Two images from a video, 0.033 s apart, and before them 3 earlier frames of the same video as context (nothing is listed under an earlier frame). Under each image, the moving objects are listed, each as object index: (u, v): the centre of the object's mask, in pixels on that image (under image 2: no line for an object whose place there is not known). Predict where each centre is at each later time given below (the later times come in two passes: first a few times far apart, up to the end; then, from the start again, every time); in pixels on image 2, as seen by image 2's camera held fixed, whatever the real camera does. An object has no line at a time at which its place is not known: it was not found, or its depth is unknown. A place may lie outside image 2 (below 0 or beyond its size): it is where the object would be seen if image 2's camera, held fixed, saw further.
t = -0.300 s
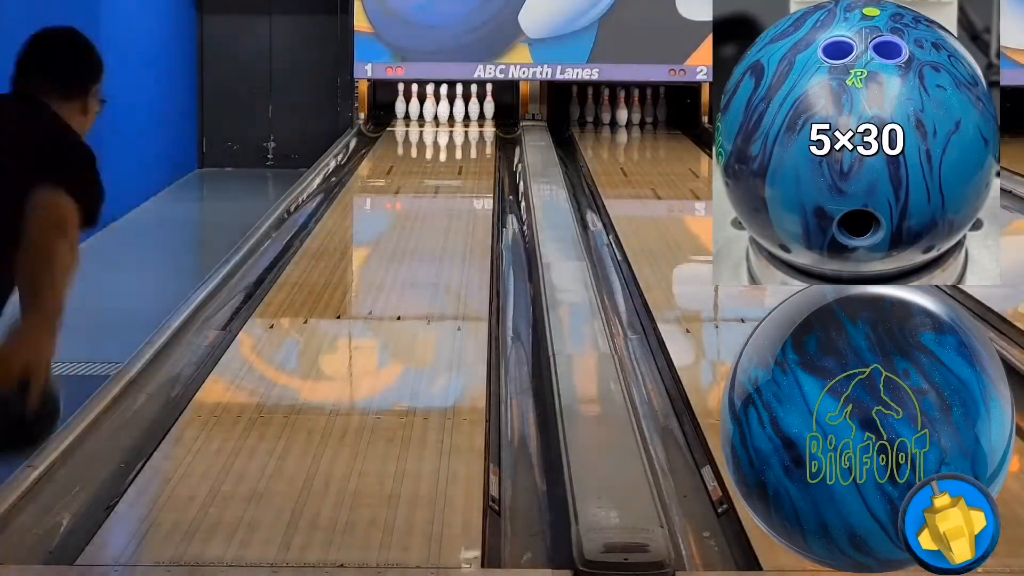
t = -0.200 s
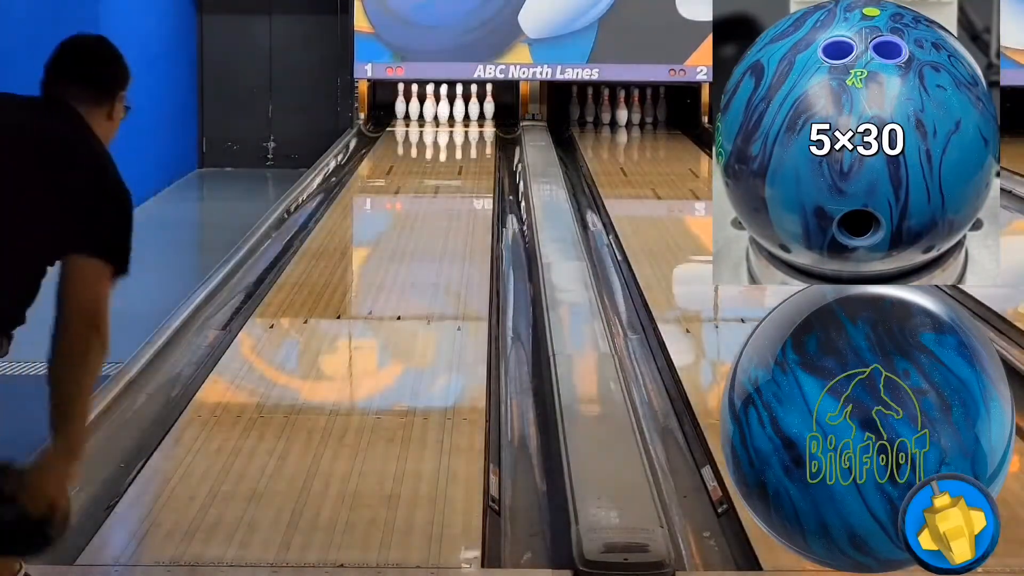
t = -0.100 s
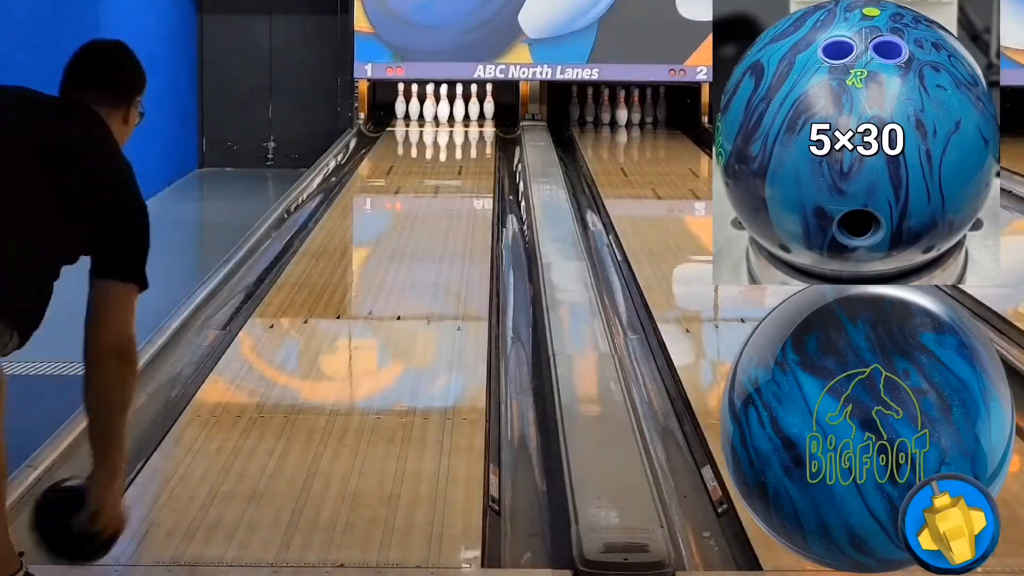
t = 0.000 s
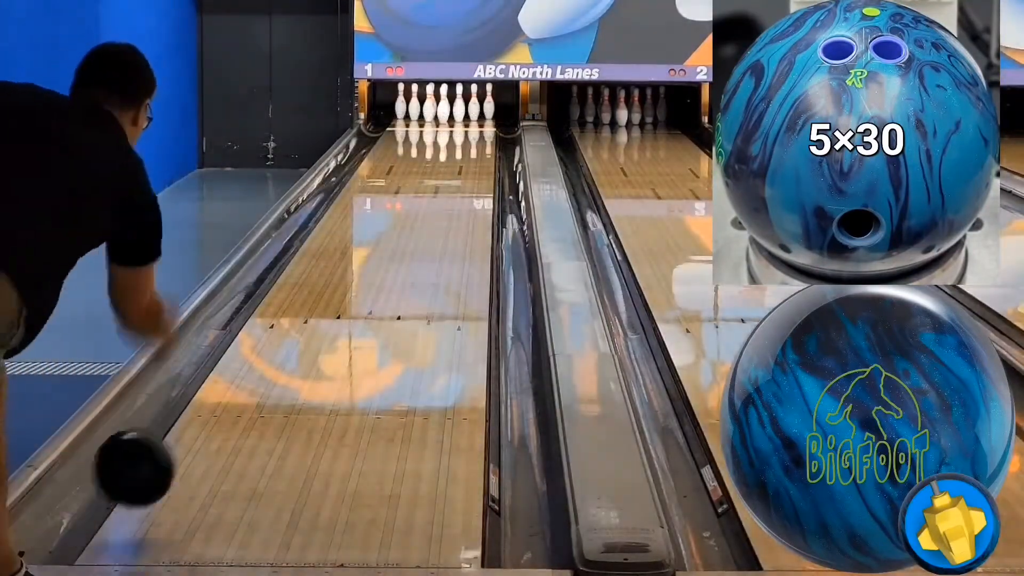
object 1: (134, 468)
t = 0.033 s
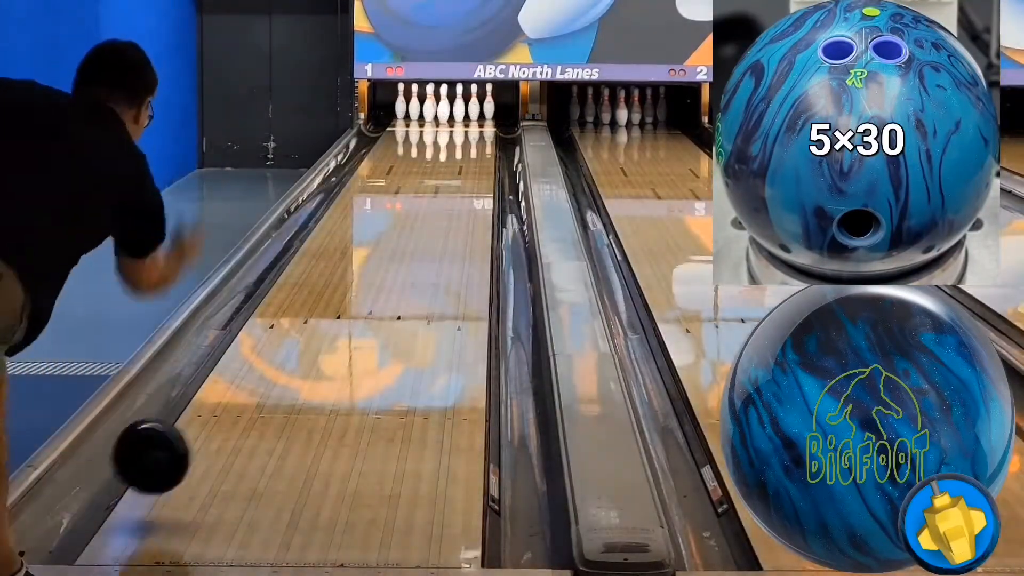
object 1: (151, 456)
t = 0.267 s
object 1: (244, 388)
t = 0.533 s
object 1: (312, 312)
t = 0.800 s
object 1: (358, 262)
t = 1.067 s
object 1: (391, 224)
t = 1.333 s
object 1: (417, 196)
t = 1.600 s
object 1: (436, 173)
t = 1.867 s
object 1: (450, 154)
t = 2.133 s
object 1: (459, 140)
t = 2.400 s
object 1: (461, 128)
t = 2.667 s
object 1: (454, 118)
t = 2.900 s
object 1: (447, 112)
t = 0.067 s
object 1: (167, 449)
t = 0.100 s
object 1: (182, 446)
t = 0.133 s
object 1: (197, 437)
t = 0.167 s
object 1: (210, 424)
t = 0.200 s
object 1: (222, 411)
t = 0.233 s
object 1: (233, 399)
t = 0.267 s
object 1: (244, 388)
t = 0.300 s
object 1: (254, 376)
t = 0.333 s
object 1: (264, 365)
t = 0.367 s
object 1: (273, 355)
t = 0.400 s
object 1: (282, 346)
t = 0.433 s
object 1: (290, 337)
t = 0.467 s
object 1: (298, 328)
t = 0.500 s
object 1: (305, 320)
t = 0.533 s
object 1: (312, 312)
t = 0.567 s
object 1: (318, 304)
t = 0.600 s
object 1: (325, 297)
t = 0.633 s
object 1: (331, 291)
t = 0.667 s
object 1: (337, 284)
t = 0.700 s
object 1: (342, 279)
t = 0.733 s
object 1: (348, 273)
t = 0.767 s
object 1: (353, 267)
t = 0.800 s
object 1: (358, 262)
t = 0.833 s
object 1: (363, 256)
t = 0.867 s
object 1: (367, 251)
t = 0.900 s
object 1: (372, 246)
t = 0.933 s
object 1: (376, 241)
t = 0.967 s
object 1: (380, 237)
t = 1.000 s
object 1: (384, 232)
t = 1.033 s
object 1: (388, 228)
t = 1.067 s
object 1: (391, 224)
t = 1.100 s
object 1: (395, 220)
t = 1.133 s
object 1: (398, 217)
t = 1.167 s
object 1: (402, 213)
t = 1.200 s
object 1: (405, 209)
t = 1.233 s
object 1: (408, 205)
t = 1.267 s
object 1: (411, 202)
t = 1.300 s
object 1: (414, 199)
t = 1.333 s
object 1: (417, 196)
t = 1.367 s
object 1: (419, 193)
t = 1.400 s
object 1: (422, 189)
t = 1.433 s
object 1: (425, 186)
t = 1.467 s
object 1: (427, 184)
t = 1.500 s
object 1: (429, 181)
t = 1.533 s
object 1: (432, 178)
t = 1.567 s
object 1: (434, 176)
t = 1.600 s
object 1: (436, 173)
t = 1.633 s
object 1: (438, 171)
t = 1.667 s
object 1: (440, 168)
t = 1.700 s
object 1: (442, 166)
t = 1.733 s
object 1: (443, 164)
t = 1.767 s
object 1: (445, 161)
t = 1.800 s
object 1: (447, 159)
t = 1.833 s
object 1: (449, 157)
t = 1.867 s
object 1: (450, 154)
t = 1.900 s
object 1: (452, 152)
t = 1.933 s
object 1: (454, 150)
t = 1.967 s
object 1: (454, 149)
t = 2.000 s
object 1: (456, 146)
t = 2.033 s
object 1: (457, 145)
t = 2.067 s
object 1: (458, 143)
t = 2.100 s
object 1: (458, 141)
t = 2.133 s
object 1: (459, 140)
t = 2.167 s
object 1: (460, 138)
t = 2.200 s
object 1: (460, 136)
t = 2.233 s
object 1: (460, 135)
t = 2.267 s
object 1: (461, 133)
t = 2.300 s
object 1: (461, 132)
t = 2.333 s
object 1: (461, 130)
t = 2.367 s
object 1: (461, 129)
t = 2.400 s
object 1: (461, 128)
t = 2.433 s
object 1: (460, 126)
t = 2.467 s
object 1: (460, 125)
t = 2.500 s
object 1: (460, 124)
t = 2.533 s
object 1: (459, 123)
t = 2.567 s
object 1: (459, 121)
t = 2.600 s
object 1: (458, 120)
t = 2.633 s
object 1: (457, 119)
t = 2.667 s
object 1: (454, 118)
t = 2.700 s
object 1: (453, 117)
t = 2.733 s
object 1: (451, 116)
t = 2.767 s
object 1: (450, 115)
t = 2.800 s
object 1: (449, 114)
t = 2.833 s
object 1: (449, 113)
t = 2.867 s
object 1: (448, 113)
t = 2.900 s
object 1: (447, 112)
